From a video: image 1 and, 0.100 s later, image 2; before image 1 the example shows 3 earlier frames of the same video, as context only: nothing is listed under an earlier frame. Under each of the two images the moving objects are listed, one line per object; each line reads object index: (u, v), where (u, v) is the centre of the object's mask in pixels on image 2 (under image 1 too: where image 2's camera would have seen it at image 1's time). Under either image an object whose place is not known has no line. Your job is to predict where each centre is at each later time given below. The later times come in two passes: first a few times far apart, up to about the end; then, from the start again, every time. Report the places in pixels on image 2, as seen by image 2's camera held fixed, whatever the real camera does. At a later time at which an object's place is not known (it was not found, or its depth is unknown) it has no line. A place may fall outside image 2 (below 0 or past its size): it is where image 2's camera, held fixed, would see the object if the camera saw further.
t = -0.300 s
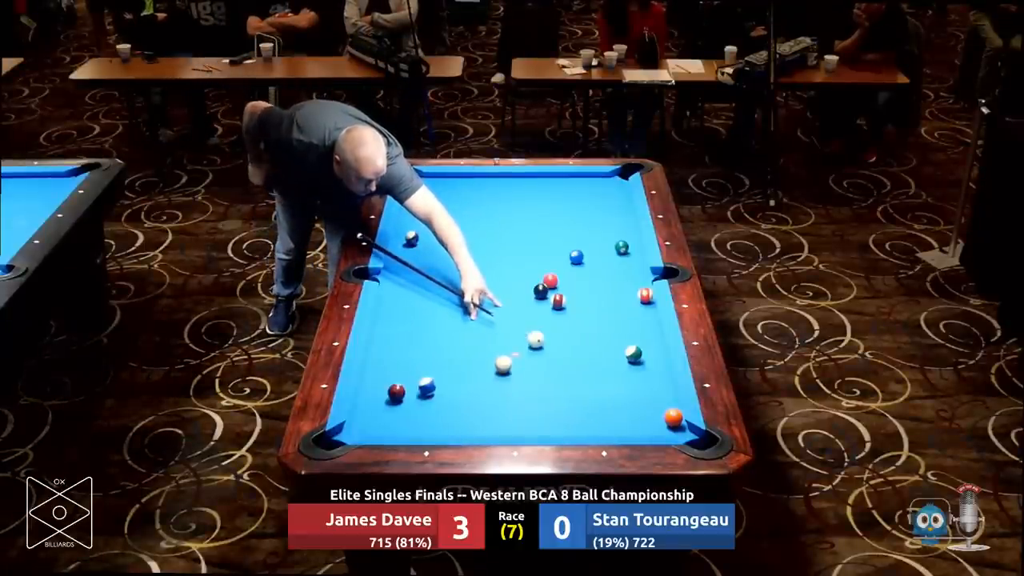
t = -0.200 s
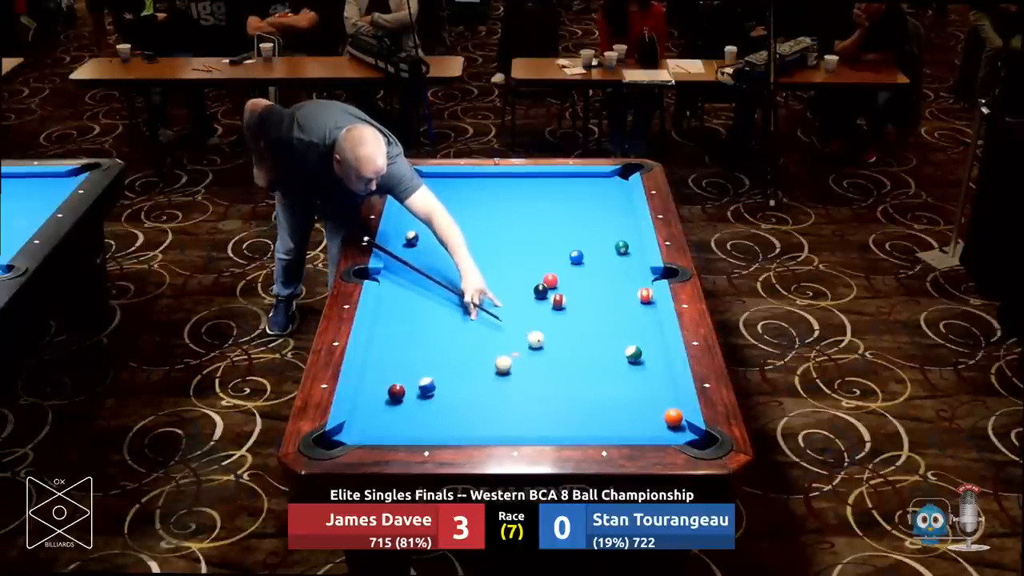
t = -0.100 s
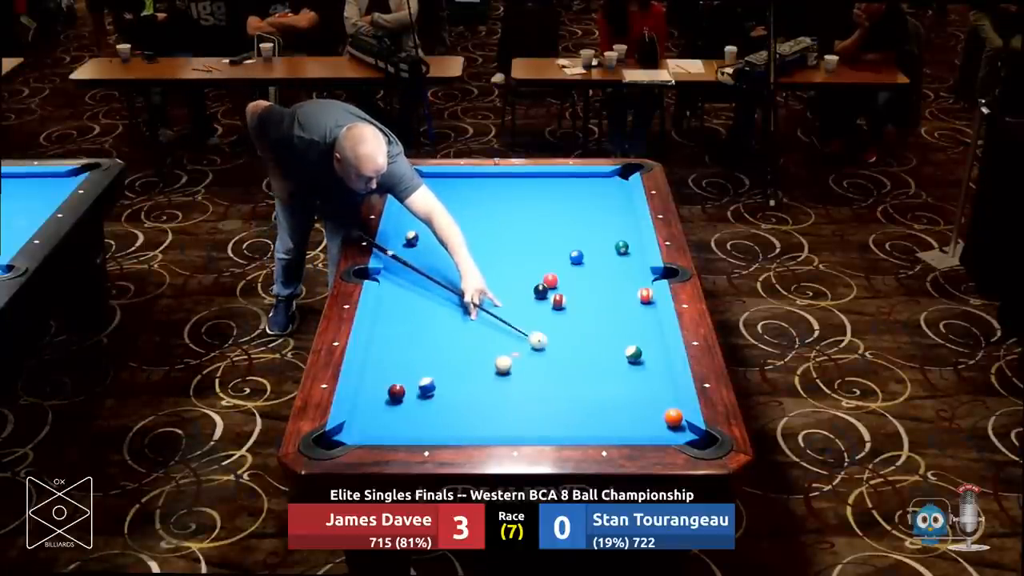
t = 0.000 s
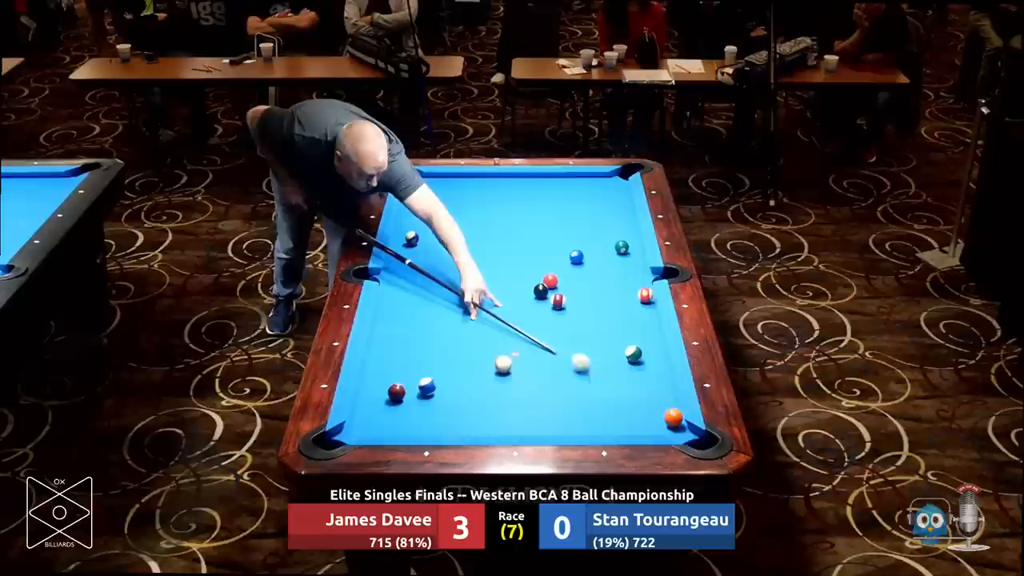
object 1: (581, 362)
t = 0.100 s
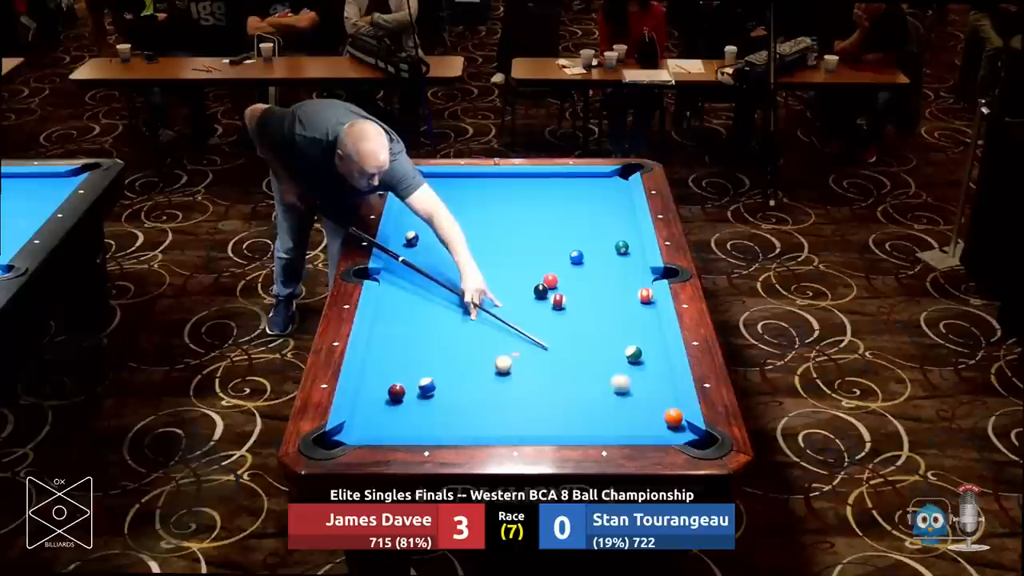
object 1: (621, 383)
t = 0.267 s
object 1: (670, 405)
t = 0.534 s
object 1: (634, 393)
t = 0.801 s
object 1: (603, 383)
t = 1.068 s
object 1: (574, 373)
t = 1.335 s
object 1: (547, 363)
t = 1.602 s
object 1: (521, 355)
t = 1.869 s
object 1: (499, 347)
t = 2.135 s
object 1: (478, 340)
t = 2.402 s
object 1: (460, 334)
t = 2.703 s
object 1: (441, 327)
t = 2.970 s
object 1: (426, 321)
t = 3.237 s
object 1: (413, 316)
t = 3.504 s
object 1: (401, 312)
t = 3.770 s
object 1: (391, 308)
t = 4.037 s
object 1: (382, 304)
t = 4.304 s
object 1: (388, 302)
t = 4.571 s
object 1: (392, 301)
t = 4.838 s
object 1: (395, 300)
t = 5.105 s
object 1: (398, 299)
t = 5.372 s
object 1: (398, 299)
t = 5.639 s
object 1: (398, 299)
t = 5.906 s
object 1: (397, 300)
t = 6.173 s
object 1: (397, 300)
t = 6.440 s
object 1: (397, 299)
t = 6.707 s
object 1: (397, 299)
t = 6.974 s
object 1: (397, 299)
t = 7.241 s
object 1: (397, 299)
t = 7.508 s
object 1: (397, 299)
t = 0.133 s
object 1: (633, 390)
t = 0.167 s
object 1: (645, 396)
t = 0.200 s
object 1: (656, 401)
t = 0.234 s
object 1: (667, 404)
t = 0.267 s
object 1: (670, 405)
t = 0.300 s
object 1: (665, 404)
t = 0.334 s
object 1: (660, 402)
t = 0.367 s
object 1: (655, 401)
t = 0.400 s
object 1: (652, 399)
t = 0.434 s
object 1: (647, 398)
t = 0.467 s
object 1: (643, 396)
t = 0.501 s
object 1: (639, 395)
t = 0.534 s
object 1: (634, 393)
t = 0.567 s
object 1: (630, 392)
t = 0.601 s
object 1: (626, 391)
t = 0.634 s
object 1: (622, 389)
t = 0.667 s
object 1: (618, 388)
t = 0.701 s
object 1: (614, 387)
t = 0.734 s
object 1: (611, 385)
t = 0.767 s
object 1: (607, 384)
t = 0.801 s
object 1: (603, 383)
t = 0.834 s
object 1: (599, 382)
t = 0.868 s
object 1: (595, 380)
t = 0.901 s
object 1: (591, 379)
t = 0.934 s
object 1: (588, 378)
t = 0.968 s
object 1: (584, 377)
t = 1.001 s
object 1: (580, 375)
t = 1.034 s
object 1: (577, 374)
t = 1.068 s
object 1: (574, 373)
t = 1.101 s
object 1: (570, 372)
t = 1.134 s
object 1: (566, 371)
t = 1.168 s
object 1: (563, 369)
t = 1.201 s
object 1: (560, 368)
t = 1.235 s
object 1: (556, 367)
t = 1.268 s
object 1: (553, 366)
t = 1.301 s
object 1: (550, 365)
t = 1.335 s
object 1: (547, 363)
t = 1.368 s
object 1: (543, 362)
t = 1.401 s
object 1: (540, 361)
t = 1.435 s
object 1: (537, 360)
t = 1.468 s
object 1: (534, 359)
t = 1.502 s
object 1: (531, 358)
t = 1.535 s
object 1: (528, 357)
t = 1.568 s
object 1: (525, 356)
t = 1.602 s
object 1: (521, 355)
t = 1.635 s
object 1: (519, 354)
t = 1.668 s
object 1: (516, 353)
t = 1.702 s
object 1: (514, 352)
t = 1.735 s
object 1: (511, 350)
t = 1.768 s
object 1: (509, 349)
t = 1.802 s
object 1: (505, 348)
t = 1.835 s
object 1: (502, 348)
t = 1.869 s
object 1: (499, 347)
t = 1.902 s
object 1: (496, 346)
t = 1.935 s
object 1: (494, 346)
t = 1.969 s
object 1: (491, 345)
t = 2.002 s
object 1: (489, 344)
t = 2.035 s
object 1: (486, 343)
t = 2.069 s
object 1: (483, 342)
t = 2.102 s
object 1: (481, 341)
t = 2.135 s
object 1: (478, 340)
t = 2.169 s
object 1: (476, 339)
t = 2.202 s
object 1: (474, 339)
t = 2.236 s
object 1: (471, 338)
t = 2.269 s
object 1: (469, 337)
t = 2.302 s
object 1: (466, 336)
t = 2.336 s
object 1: (464, 335)
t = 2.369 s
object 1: (462, 334)
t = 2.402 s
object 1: (460, 334)
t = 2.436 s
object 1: (458, 333)
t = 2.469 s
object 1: (455, 332)
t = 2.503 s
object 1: (453, 331)
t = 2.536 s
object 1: (451, 330)
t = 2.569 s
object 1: (449, 330)
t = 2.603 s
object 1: (447, 329)
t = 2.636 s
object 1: (445, 328)
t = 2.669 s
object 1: (443, 328)
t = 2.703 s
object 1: (441, 327)
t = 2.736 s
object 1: (439, 326)
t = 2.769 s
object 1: (437, 325)
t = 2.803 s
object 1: (435, 325)
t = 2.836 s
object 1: (433, 324)
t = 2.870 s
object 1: (431, 323)
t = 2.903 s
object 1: (430, 322)
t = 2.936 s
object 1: (428, 322)
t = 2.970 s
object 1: (426, 321)
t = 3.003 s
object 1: (424, 321)
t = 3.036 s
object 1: (423, 320)
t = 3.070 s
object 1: (421, 319)
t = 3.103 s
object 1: (419, 318)
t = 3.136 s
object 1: (418, 318)
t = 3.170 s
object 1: (416, 317)
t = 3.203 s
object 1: (414, 317)
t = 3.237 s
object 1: (413, 316)
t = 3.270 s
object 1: (411, 315)
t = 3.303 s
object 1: (410, 315)
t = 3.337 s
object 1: (408, 315)
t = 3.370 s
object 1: (407, 314)
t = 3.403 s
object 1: (405, 313)
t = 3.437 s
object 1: (404, 313)
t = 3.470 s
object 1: (402, 312)
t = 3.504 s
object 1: (401, 312)
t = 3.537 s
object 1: (399, 311)
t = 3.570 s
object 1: (398, 311)
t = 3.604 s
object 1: (397, 310)
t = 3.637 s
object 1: (396, 309)
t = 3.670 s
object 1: (394, 309)
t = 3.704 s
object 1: (393, 308)
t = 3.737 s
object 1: (392, 308)
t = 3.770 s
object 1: (391, 308)
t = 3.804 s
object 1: (389, 307)
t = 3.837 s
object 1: (388, 306)
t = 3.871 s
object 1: (387, 306)
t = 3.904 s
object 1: (386, 306)
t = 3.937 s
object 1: (385, 305)
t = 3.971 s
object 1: (384, 305)
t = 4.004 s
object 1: (383, 305)
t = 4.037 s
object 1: (382, 304)
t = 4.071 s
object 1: (383, 304)
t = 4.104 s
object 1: (384, 304)
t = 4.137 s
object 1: (384, 303)
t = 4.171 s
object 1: (385, 303)
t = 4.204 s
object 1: (386, 303)
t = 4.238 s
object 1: (387, 303)
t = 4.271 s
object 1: (387, 303)
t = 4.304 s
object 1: (388, 302)
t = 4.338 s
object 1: (388, 302)
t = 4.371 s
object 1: (389, 302)
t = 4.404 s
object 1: (389, 302)
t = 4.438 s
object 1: (390, 301)
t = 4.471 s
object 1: (390, 301)
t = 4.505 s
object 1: (391, 301)
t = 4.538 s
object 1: (392, 301)
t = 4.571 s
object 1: (392, 301)
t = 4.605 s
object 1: (392, 301)
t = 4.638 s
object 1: (393, 301)
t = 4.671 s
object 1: (393, 300)
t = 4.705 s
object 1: (394, 300)
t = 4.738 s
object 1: (394, 300)
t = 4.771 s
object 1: (395, 300)
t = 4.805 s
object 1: (395, 300)
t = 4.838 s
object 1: (395, 300)
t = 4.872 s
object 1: (396, 300)
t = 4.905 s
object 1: (396, 300)
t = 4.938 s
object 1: (396, 300)
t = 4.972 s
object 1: (397, 300)
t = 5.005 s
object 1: (397, 299)
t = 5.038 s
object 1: (397, 300)
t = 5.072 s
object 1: (397, 299)
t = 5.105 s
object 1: (398, 299)
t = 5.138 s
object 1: (398, 299)
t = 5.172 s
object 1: (398, 299)
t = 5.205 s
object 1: (398, 299)
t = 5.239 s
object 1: (398, 299)
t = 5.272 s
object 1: (398, 300)
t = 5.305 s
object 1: (398, 299)
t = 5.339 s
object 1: (398, 299)
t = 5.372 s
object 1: (398, 299)
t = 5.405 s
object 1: (398, 299)
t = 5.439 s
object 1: (398, 299)
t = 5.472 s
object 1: (398, 299)
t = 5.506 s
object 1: (398, 299)
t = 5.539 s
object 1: (398, 299)
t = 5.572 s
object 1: (398, 299)
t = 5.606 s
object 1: (398, 300)
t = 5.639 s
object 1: (398, 299)
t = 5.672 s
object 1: (398, 300)
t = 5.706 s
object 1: (398, 300)
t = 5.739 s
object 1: (398, 300)
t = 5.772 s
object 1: (397, 300)
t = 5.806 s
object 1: (397, 300)
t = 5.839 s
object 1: (397, 300)
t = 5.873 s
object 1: (397, 300)
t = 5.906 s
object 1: (397, 300)
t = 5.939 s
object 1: (397, 300)
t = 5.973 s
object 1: (397, 299)
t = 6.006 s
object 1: (397, 299)
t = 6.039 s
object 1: (397, 300)
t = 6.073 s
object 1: (397, 299)
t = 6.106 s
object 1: (397, 300)
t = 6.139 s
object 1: (397, 300)
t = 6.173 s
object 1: (397, 300)
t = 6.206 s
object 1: (397, 300)
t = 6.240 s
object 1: (397, 300)
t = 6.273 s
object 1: (397, 300)
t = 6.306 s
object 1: (397, 300)
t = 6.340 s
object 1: (397, 299)
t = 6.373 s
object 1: (397, 299)
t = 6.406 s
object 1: (397, 299)
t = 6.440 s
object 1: (397, 299)
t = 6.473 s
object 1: (397, 299)
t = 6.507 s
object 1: (397, 299)
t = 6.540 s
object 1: (397, 299)
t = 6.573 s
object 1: (397, 299)
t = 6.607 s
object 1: (397, 299)
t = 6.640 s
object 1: (397, 299)
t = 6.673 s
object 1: (397, 299)
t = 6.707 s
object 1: (397, 299)
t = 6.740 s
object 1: (398, 299)
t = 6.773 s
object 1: (397, 299)
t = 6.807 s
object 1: (397, 299)
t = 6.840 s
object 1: (397, 299)
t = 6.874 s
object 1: (397, 299)
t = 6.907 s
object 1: (397, 299)
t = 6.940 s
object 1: (397, 299)
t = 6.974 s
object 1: (397, 299)
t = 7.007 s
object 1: (397, 299)
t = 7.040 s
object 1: (397, 299)
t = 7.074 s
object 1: (397, 299)
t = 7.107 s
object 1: (397, 299)
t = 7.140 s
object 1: (397, 299)
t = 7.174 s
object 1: (397, 299)
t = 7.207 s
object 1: (397, 299)
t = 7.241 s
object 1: (397, 299)
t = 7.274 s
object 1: (397, 300)
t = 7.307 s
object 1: (397, 300)
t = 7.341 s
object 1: (397, 299)
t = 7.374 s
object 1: (397, 300)
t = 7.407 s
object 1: (397, 300)
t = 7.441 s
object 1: (397, 300)
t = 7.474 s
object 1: (397, 300)
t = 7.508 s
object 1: (397, 299)
